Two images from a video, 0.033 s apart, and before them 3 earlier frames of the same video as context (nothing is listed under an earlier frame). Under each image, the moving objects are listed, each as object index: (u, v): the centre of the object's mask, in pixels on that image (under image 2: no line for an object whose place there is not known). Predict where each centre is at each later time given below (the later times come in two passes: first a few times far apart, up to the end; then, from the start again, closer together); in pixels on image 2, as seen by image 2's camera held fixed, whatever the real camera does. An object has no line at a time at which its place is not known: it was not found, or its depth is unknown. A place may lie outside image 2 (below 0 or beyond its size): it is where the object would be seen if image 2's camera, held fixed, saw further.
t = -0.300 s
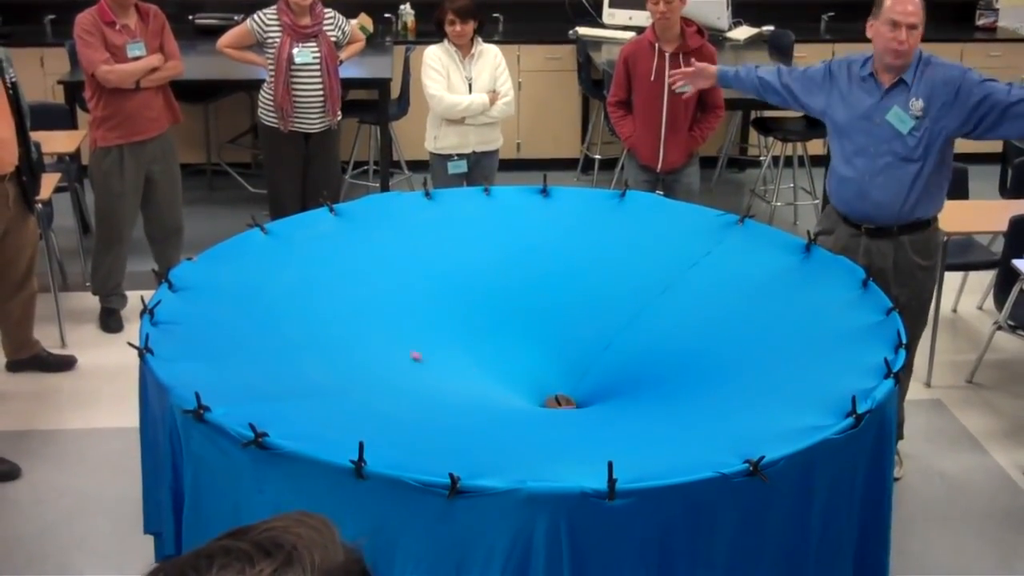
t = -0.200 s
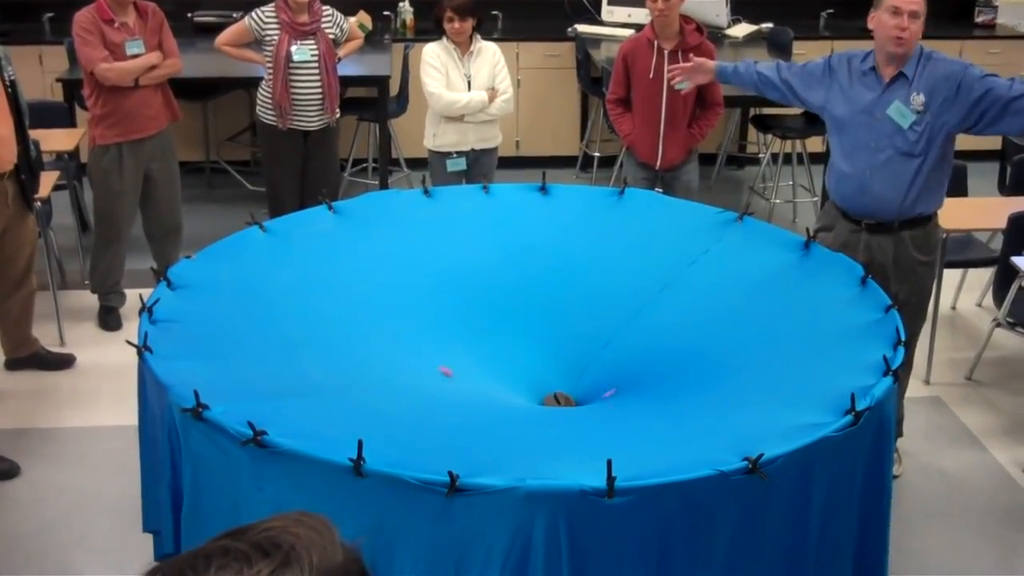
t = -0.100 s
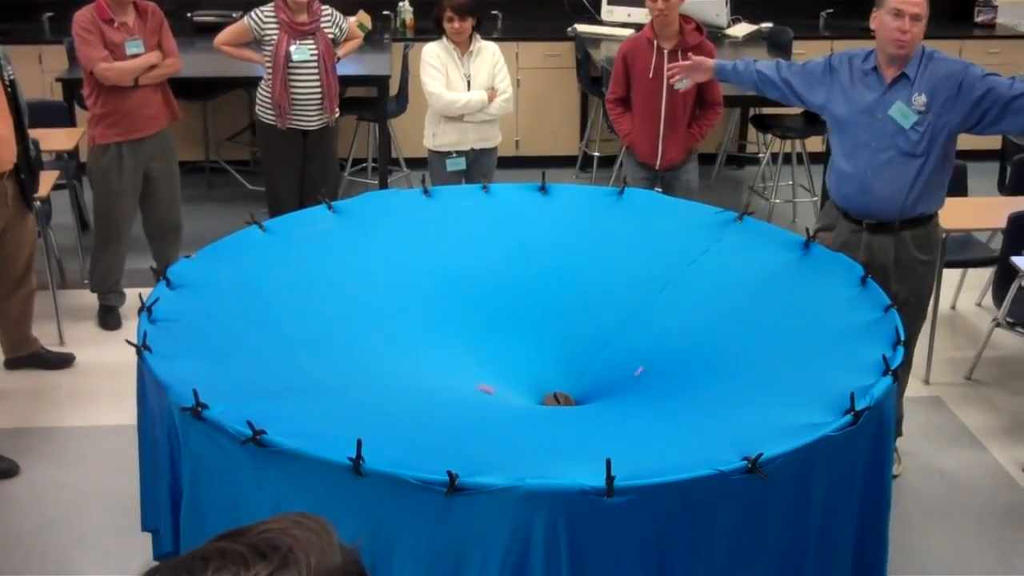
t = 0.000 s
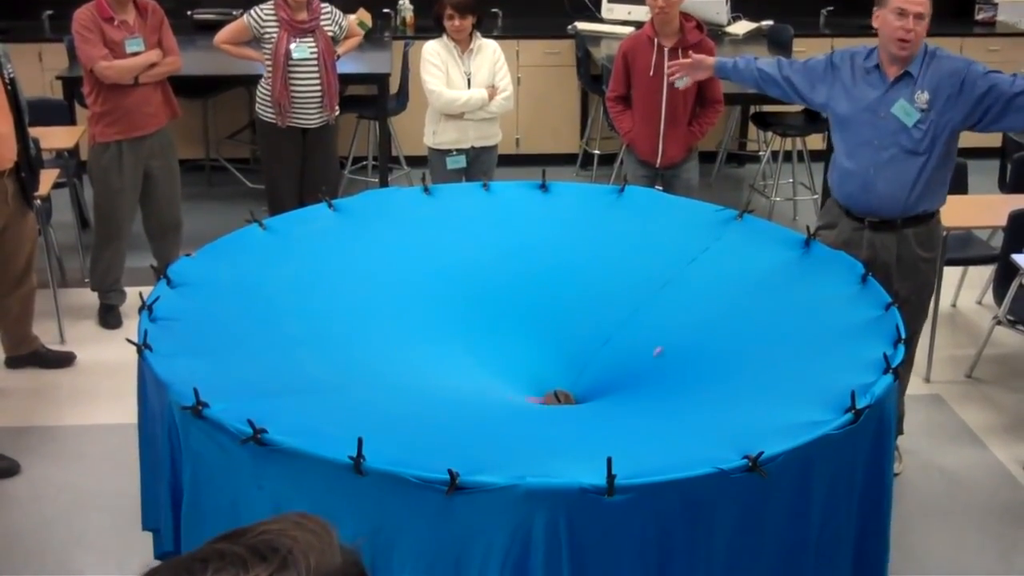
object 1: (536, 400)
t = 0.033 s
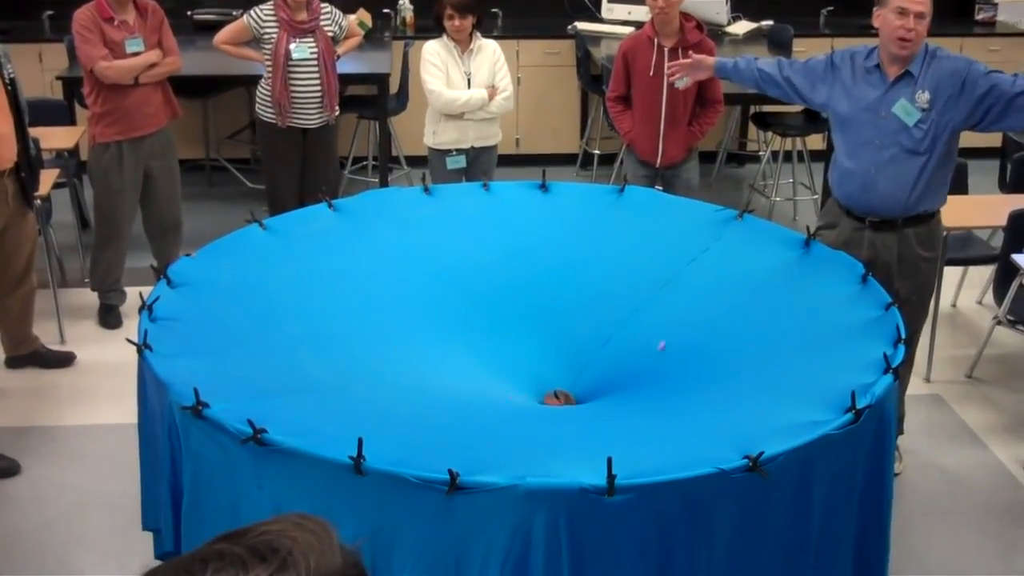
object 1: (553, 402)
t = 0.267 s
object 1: (655, 372)
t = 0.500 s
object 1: (697, 330)
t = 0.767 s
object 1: (693, 302)
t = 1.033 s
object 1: (650, 295)
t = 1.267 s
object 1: (590, 309)
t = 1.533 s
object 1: (507, 349)
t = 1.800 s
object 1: (479, 384)
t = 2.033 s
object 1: (510, 402)
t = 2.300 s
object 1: (567, 410)
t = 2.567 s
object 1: (618, 403)
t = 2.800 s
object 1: (638, 389)
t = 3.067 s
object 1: (605, 367)
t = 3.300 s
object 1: (523, 340)
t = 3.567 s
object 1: (452, 328)
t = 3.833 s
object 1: (426, 339)
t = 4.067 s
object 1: (446, 362)
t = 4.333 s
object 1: (522, 396)
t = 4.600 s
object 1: (618, 381)
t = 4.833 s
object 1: (629, 338)
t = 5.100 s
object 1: (595, 320)
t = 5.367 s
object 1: (540, 338)
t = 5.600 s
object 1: (508, 379)
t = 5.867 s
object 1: (558, 402)
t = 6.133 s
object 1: (622, 393)
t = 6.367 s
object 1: (637, 378)
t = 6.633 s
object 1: (586, 371)
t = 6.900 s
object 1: (501, 371)
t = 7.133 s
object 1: (487, 381)
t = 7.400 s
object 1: (529, 398)
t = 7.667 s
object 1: (593, 397)
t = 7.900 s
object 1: (575, 360)
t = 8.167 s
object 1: (521, 349)
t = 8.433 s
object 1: (507, 378)
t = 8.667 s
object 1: (565, 403)
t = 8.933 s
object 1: (612, 373)
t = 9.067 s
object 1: (602, 363)
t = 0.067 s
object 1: (570, 402)
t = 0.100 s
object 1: (587, 400)
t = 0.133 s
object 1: (603, 397)
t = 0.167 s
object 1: (618, 392)
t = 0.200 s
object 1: (632, 386)
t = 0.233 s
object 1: (644, 380)
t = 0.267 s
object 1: (655, 372)
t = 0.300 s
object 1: (664, 366)
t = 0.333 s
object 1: (672, 359)
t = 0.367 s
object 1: (679, 353)
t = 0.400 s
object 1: (685, 347)
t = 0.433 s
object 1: (690, 341)
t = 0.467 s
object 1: (694, 335)
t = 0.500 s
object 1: (697, 330)
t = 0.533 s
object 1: (699, 326)
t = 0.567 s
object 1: (700, 322)
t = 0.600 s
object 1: (701, 318)
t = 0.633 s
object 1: (700, 314)
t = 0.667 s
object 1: (700, 310)
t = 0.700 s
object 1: (698, 307)
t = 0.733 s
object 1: (696, 305)
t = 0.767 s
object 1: (693, 302)
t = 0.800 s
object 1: (689, 301)
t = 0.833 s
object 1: (685, 299)
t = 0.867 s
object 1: (681, 298)
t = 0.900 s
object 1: (676, 296)
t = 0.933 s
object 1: (669, 296)
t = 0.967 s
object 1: (664, 295)
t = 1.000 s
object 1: (657, 295)
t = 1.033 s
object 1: (650, 295)
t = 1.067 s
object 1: (643, 296)
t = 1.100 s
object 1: (634, 297)
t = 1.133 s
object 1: (627, 298)
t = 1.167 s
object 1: (618, 301)
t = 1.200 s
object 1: (609, 303)
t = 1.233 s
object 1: (599, 306)
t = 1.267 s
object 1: (590, 309)
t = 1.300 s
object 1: (580, 313)
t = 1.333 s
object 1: (569, 317)
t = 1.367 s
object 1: (558, 322)
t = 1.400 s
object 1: (548, 327)
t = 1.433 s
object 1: (537, 332)
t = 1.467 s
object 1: (528, 337)
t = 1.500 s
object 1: (517, 343)
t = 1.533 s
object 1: (507, 349)
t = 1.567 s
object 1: (499, 354)
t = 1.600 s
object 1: (492, 359)
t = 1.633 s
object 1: (487, 364)
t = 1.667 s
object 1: (482, 368)
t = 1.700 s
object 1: (480, 372)
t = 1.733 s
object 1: (478, 377)
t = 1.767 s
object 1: (478, 381)
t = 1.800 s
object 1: (479, 384)
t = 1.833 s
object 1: (481, 388)
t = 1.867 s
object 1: (484, 390)
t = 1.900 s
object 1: (488, 393)
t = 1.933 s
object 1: (493, 396)
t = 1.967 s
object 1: (497, 399)
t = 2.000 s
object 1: (503, 401)
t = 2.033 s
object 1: (510, 402)
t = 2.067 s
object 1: (516, 405)
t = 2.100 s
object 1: (523, 406)
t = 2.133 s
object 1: (531, 407)
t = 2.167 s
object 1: (537, 408)
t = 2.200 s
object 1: (545, 409)
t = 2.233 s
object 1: (552, 410)
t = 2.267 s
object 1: (560, 410)
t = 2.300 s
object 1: (567, 410)
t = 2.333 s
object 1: (575, 409)
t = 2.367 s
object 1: (582, 409)
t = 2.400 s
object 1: (589, 409)
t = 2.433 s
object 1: (596, 408)
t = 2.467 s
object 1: (601, 407)
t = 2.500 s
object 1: (607, 406)
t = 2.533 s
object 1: (613, 405)
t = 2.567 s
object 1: (618, 403)
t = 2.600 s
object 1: (623, 402)
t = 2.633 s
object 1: (627, 400)
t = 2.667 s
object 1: (631, 398)
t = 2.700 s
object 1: (633, 396)
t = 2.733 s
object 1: (636, 393)
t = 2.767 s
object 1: (637, 392)
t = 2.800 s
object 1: (638, 389)
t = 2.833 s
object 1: (638, 386)
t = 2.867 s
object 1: (636, 384)
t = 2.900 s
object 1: (635, 381)
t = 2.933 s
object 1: (631, 379)
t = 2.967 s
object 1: (627, 376)
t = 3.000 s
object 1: (621, 373)
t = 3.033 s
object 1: (614, 370)
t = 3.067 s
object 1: (605, 367)
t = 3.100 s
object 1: (595, 364)
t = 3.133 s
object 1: (584, 360)
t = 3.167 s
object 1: (572, 355)
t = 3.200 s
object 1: (560, 351)
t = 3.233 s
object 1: (547, 347)
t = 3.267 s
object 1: (534, 343)
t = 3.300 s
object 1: (523, 340)
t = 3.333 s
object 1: (512, 337)
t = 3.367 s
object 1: (501, 334)
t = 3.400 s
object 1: (491, 332)
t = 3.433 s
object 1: (482, 331)
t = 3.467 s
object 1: (473, 329)
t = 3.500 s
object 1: (466, 328)
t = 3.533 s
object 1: (458, 328)
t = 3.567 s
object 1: (452, 328)
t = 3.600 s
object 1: (446, 329)
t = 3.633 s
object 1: (441, 329)
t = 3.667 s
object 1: (437, 330)
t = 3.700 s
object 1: (433, 331)
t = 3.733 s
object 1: (430, 333)
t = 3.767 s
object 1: (429, 335)
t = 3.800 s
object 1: (427, 337)
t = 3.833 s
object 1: (426, 339)
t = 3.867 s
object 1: (426, 342)
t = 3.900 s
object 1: (428, 345)
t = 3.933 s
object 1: (429, 348)
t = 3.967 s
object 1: (432, 351)
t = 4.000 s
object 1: (436, 354)
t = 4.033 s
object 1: (440, 358)
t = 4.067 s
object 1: (446, 362)
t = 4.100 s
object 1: (452, 366)
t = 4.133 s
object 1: (460, 370)
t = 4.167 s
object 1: (468, 375)
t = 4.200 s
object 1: (477, 379)
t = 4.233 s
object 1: (486, 384)
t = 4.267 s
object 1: (497, 388)
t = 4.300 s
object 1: (510, 392)
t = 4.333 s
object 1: (522, 396)
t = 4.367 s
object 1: (539, 400)
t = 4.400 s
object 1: (590, 399)
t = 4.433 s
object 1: (598, 397)
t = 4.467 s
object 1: (605, 395)
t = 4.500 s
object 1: (591, 398)
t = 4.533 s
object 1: (607, 392)
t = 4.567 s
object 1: (613, 387)
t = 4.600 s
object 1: (618, 381)
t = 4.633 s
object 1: (623, 375)
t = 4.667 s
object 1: (628, 364)
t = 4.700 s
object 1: (629, 358)
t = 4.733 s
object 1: (631, 352)
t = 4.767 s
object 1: (631, 346)
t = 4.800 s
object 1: (631, 342)
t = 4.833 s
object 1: (629, 338)
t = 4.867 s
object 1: (627, 334)
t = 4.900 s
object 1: (624, 329)
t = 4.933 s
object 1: (620, 326)
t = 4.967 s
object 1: (616, 324)
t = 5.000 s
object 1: (612, 322)
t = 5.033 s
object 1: (607, 321)
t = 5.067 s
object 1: (601, 321)
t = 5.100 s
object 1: (595, 320)
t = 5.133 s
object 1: (589, 321)
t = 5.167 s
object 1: (582, 322)
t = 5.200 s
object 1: (575, 324)
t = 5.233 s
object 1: (568, 325)
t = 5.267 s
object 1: (561, 327)
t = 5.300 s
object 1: (554, 330)
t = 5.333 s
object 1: (547, 334)
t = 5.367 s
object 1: (540, 338)
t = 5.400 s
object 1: (533, 343)
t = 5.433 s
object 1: (526, 348)
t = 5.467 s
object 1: (521, 353)
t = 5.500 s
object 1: (515, 360)
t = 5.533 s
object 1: (511, 365)
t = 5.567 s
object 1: (508, 372)
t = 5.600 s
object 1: (508, 379)
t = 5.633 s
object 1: (508, 384)
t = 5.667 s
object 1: (511, 389)
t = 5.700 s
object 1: (516, 393)
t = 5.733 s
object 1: (523, 396)
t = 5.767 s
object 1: (531, 399)
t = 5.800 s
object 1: (539, 400)
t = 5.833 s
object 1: (548, 401)
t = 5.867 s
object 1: (558, 402)
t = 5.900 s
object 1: (568, 401)
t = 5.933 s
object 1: (577, 401)
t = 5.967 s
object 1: (585, 400)
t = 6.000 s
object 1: (595, 399)
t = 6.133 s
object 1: (622, 393)
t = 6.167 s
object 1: (627, 391)
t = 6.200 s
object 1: (632, 388)
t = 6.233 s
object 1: (635, 386)
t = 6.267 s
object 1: (637, 384)
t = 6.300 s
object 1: (637, 382)
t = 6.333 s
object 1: (638, 380)
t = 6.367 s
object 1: (637, 378)
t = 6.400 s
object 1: (634, 376)
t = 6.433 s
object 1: (631, 374)
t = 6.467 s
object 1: (627, 373)
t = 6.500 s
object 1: (622, 372)
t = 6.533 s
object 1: (615, 372)
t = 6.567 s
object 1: (606, 371)
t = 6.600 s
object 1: (597, 371)
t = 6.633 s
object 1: (586, 371)
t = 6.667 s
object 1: (574, 372)
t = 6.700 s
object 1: (561, 372)
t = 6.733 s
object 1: (548, 371)
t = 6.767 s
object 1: (537, 371)
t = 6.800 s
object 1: (526, 371)
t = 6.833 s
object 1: (517, 370)
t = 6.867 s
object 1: (508, 370)
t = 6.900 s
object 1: (501, 371)
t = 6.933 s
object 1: (496, 372)
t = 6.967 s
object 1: (491, 372)
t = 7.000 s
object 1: (489, 374)
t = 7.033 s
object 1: (487, 375)
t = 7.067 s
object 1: (485, 377)
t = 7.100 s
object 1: (486, 380)
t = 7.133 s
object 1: (487, 381)
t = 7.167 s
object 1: (489, 384)
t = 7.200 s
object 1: (492, 386)
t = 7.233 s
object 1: (496, 388)
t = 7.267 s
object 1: (501, 391)
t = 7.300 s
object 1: (507, 393)
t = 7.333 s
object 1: (513, 395)
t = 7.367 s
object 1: (521, 397)
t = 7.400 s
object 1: (529, 398)
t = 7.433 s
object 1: (536, 399)
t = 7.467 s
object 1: (546, 400)
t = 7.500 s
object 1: (555, 401)
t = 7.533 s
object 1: (563, 402)
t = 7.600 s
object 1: (580, 400)
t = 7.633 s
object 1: (587, 399)
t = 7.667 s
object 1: (593, 397)
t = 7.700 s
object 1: (596, 392)
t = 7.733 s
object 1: (597, 385)
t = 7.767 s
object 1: (595, 380)
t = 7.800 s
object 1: (592, 374)
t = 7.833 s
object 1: (587, 369)
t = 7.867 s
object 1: (581, 364)
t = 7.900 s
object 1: (575, 360)
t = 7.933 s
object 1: (567, 356)
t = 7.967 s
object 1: (560, 353)
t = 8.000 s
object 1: (553, 351)
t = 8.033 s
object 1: (546, 349)
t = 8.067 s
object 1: (539, 348)
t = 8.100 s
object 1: (532, 348)
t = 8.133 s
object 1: (526, 348)
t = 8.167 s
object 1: (521, 349)
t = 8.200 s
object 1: (516, 351)
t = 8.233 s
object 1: (511, 353)
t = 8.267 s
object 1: (508, 356)
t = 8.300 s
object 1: (506, 359)
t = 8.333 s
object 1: (504, 363)
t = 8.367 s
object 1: (504, 368)
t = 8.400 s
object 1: (505, 372)
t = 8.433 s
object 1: (507, 378)
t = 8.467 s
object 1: (512, 384)
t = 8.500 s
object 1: (517, 389)
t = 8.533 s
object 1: (524, 394)
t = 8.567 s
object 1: (532, 398)
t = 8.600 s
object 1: (542, 401)
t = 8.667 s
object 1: (565, 403)
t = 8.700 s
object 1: (578, 402)
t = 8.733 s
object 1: (586, 400)
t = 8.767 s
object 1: (595, 396)
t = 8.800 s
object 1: (602, 391)
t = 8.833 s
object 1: (608, 386)
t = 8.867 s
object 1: (610, 380)
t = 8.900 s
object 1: (612, 376)
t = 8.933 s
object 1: (612, 373)
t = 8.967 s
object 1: (612, 369)
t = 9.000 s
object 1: (610, 366)
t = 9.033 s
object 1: (607, 364)
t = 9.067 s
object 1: (602, 363)
